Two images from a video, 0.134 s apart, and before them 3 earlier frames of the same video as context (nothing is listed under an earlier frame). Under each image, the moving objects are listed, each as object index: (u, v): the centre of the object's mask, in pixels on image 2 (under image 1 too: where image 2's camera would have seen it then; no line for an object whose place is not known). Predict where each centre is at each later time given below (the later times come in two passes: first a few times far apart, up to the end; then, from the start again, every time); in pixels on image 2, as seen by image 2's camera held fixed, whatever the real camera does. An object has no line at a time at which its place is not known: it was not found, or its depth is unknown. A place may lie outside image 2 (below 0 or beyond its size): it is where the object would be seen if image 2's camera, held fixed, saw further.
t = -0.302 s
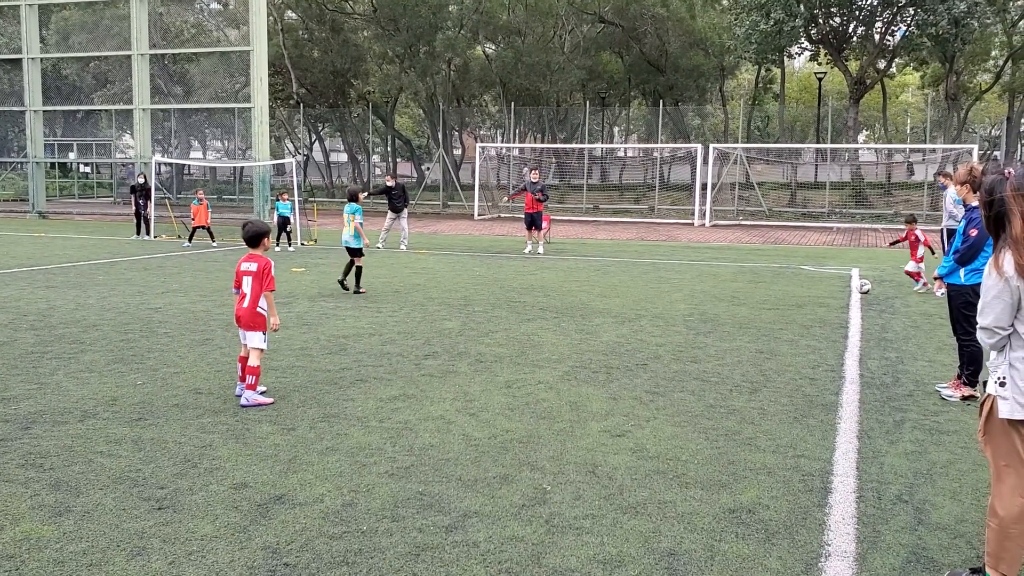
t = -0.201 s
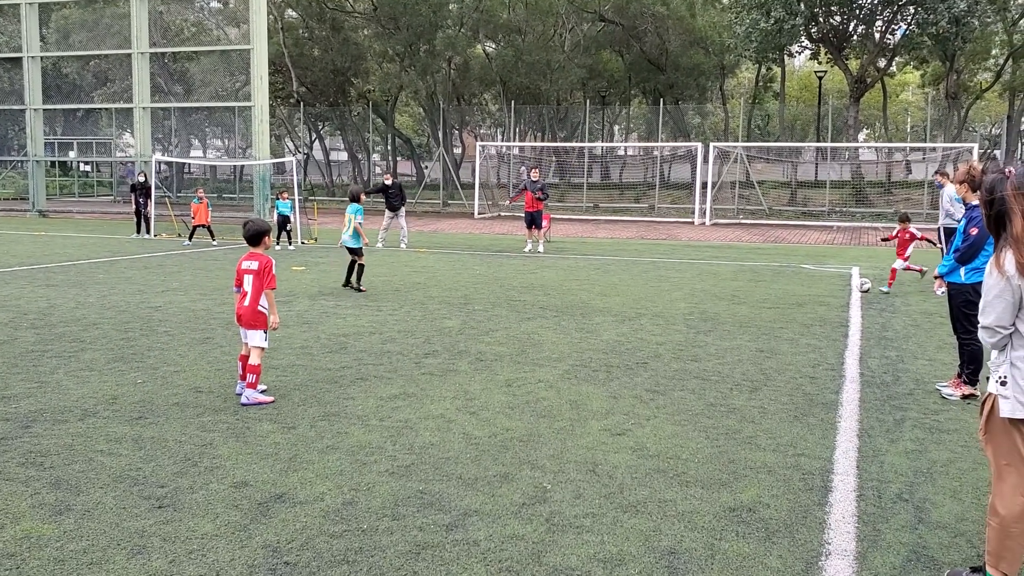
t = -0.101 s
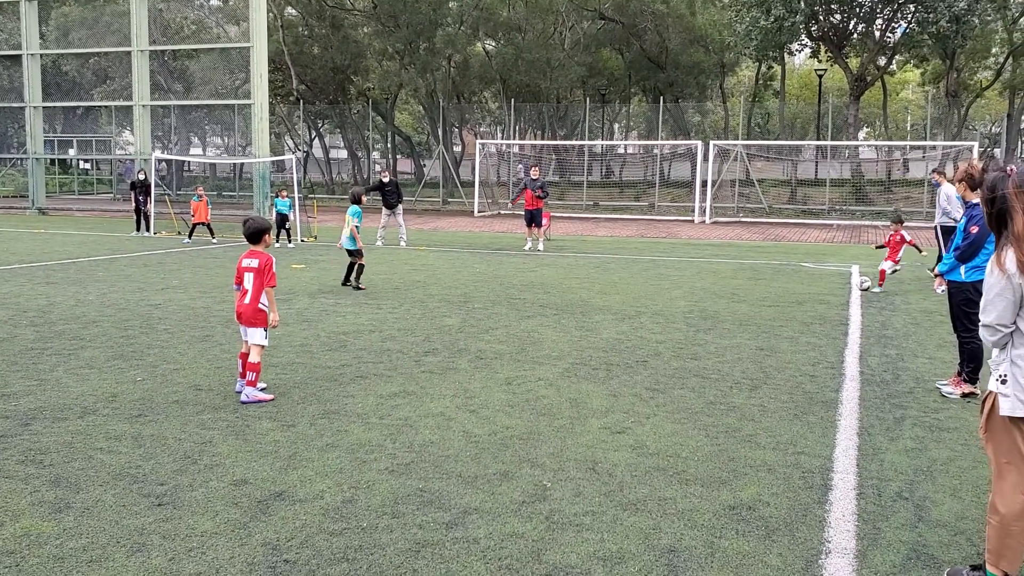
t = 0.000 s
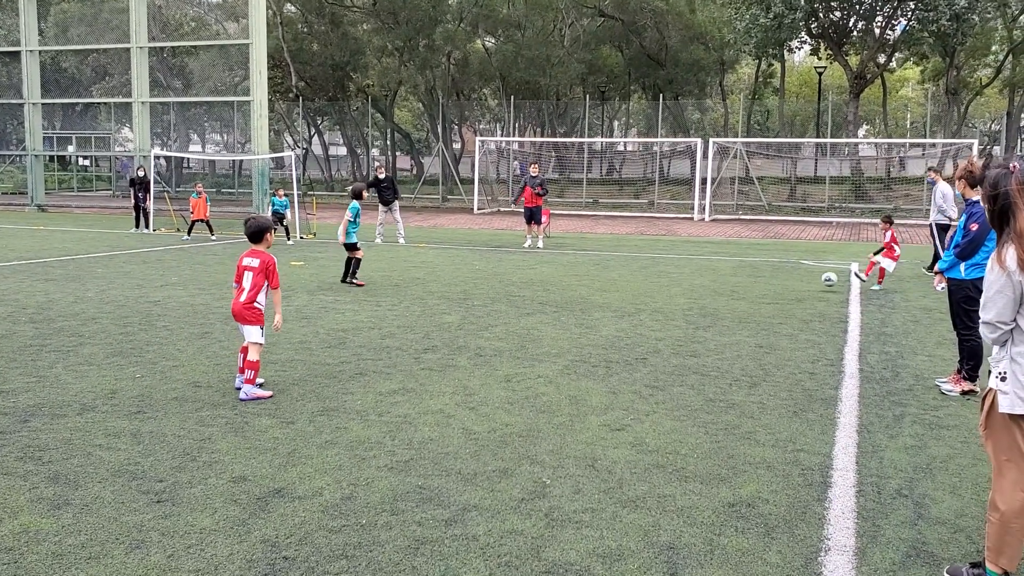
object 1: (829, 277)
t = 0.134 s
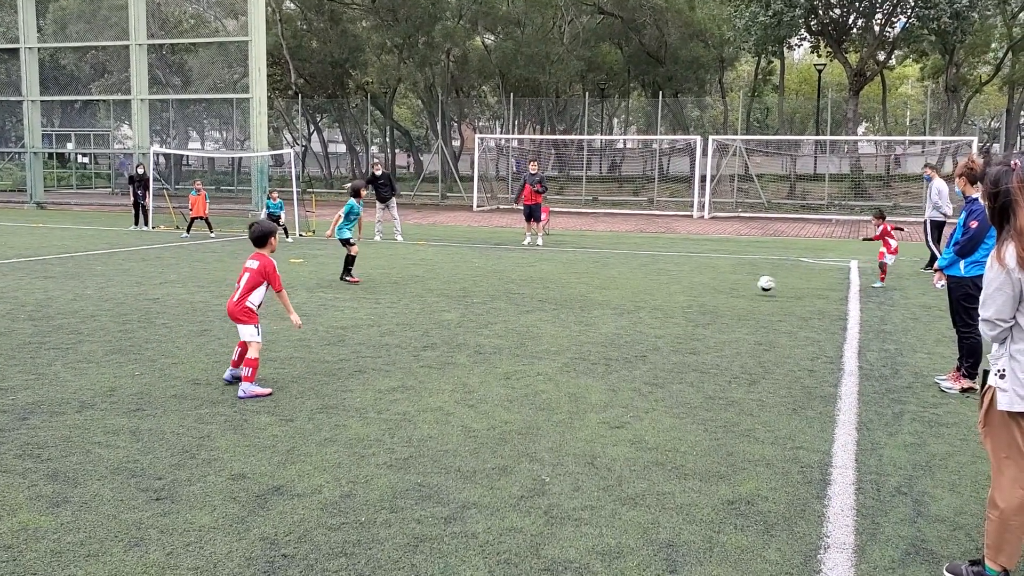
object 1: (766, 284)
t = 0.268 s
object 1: (702, 291)
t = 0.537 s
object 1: (579, 302)
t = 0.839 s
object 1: (449, 317)
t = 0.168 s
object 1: (749, 288)
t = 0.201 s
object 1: (732, 292)
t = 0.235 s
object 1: (718, 292)
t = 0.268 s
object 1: (702, 291)
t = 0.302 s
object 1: (687, 292)
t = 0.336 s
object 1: (671, 295)
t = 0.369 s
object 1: (654, 298)
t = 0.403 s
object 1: (637, 303)
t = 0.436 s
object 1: (622, 304)
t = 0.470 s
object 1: (607, 302)
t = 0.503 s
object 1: (593, 302)
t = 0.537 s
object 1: (579, 302)
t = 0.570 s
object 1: (563, 304)
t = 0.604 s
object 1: (547, 308)
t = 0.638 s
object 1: (532, 313)
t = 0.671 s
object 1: (516, 319)
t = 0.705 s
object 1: (503, 317)
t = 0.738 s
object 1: (489, 315)
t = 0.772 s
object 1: (476, 314)
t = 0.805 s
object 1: (464, 315)
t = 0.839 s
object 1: (449, 317)
